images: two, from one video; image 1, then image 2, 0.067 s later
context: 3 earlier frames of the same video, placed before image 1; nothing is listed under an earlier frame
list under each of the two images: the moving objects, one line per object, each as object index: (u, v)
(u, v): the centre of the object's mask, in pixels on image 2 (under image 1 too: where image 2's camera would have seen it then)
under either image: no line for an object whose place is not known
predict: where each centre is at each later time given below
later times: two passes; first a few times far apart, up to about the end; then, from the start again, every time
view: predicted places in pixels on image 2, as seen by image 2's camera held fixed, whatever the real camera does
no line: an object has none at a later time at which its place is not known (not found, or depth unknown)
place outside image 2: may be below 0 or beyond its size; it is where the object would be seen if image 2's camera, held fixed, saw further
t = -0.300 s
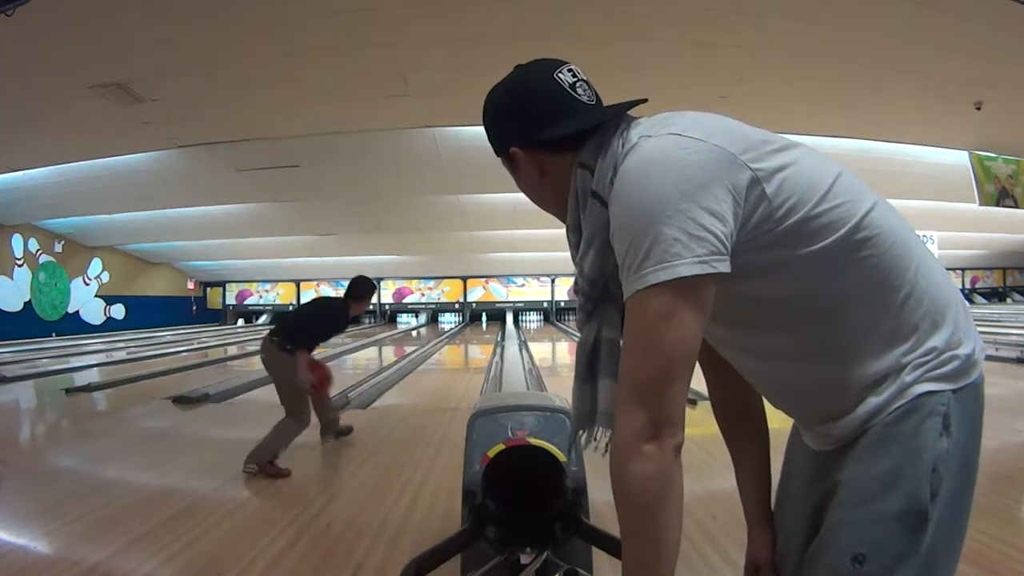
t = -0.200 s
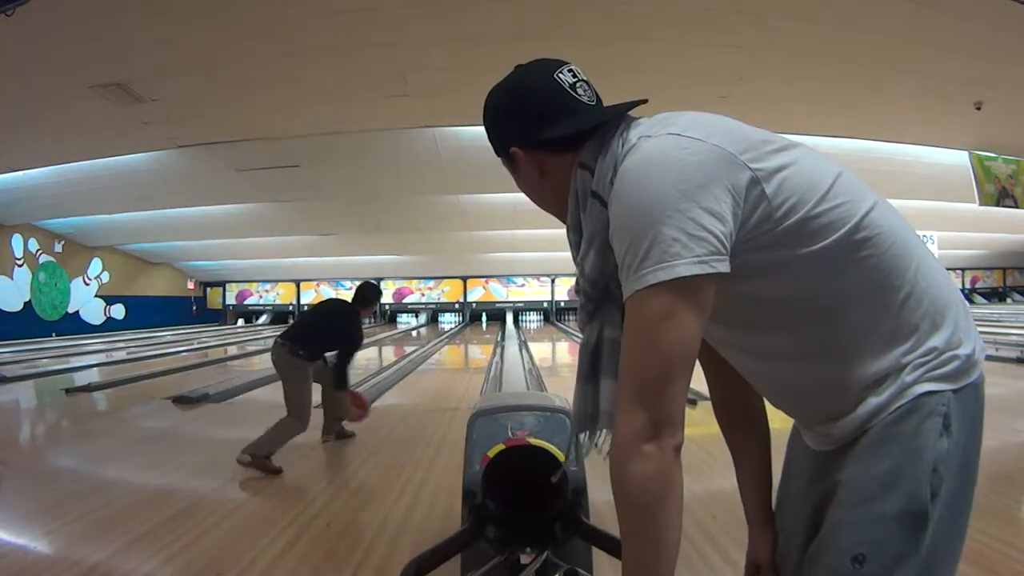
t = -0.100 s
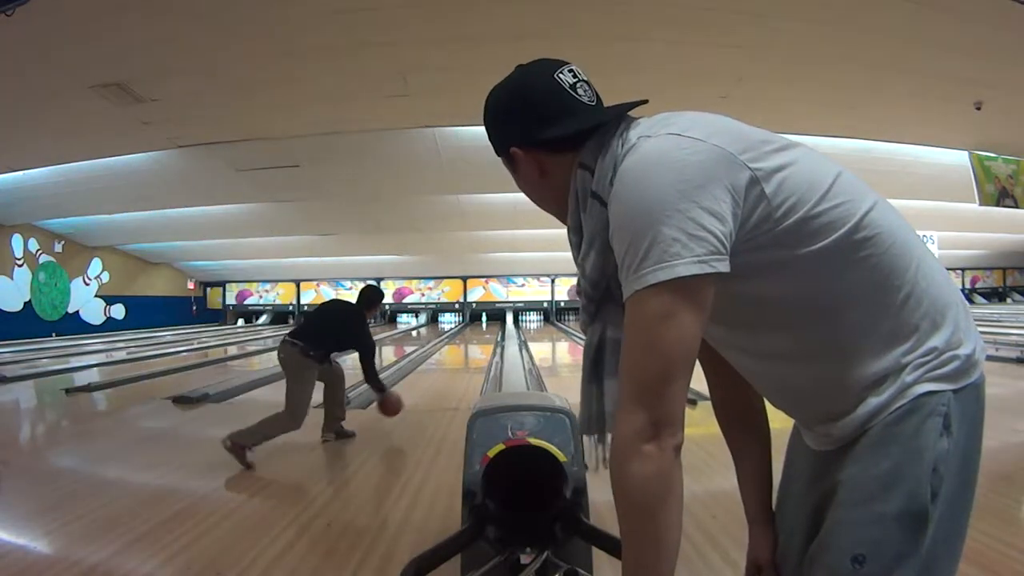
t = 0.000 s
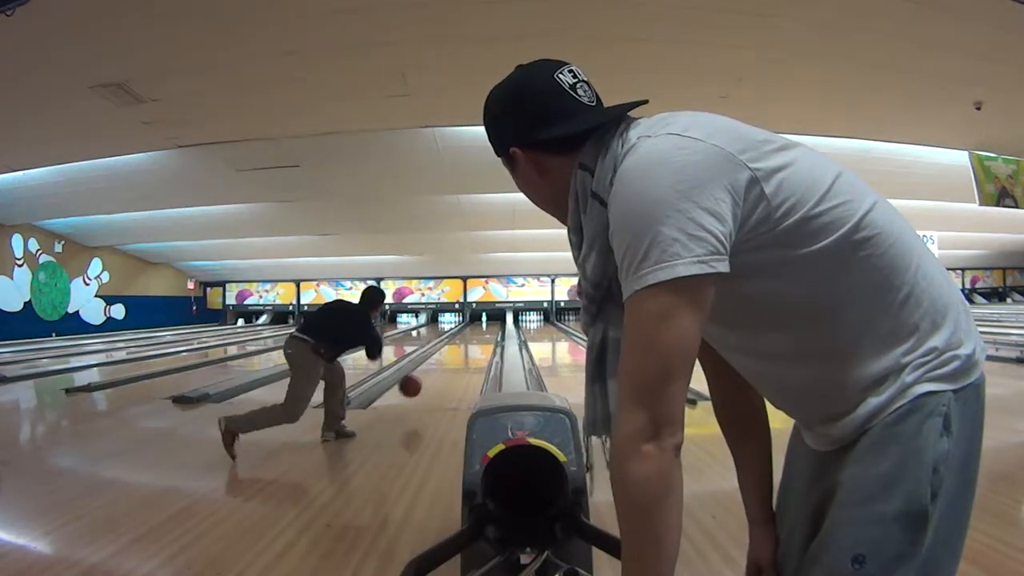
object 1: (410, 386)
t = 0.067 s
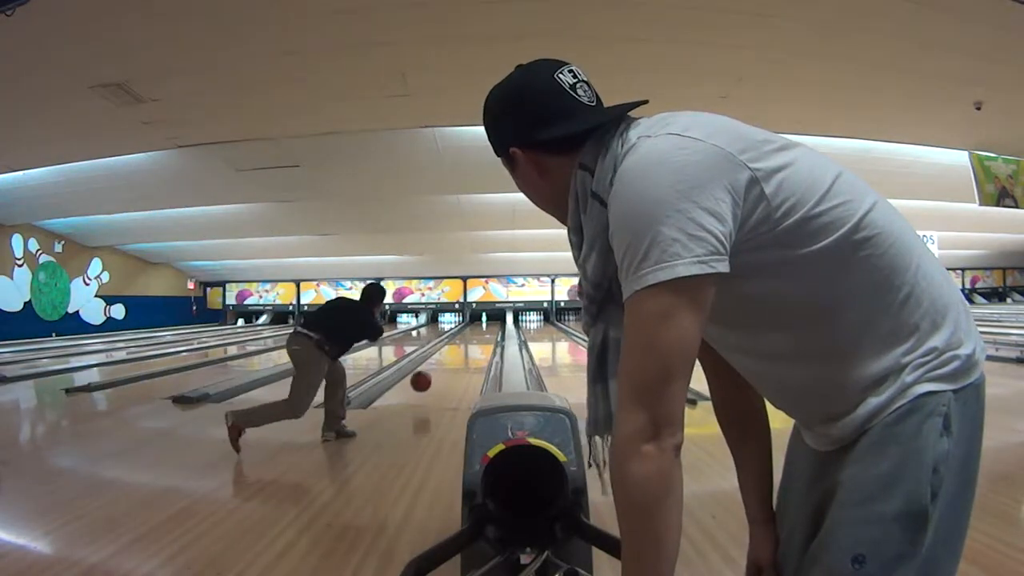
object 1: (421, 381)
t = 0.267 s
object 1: (445, 375)
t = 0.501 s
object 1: (461, 360)
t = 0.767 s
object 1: (473, 349)
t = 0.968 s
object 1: (479, 343)
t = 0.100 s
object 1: (425, 381)
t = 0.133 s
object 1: (430, 381)
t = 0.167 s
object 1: (434, 383)
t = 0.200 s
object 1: (438, 379)
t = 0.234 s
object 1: (441, 376)
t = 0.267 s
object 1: (445, 375)
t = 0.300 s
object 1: (447, 372)
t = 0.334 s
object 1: (450, 370)
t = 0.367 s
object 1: (453, 368)
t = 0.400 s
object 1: (455, 366)
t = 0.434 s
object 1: (458, 364)
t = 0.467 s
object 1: (460, 362)
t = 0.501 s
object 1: (461, 360)
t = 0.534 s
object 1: (463, 359)
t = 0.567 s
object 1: (465, 357)
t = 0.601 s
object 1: (467, 355)
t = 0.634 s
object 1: (468, 354)
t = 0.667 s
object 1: (469, 352)
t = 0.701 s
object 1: (471, 351)
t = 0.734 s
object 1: (472, 350)
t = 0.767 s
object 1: (473, 349)
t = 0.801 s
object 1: (474, 348)
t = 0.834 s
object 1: (475, 347)
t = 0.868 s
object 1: (476, 346)
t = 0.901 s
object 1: (477, 345)
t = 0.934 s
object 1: (478, 344)
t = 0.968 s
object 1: (479, 343)
